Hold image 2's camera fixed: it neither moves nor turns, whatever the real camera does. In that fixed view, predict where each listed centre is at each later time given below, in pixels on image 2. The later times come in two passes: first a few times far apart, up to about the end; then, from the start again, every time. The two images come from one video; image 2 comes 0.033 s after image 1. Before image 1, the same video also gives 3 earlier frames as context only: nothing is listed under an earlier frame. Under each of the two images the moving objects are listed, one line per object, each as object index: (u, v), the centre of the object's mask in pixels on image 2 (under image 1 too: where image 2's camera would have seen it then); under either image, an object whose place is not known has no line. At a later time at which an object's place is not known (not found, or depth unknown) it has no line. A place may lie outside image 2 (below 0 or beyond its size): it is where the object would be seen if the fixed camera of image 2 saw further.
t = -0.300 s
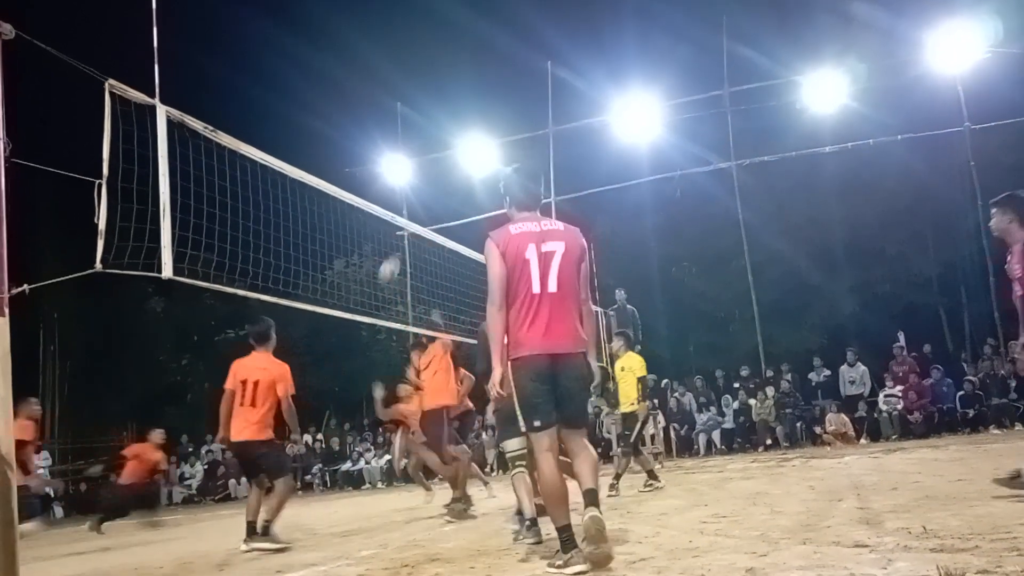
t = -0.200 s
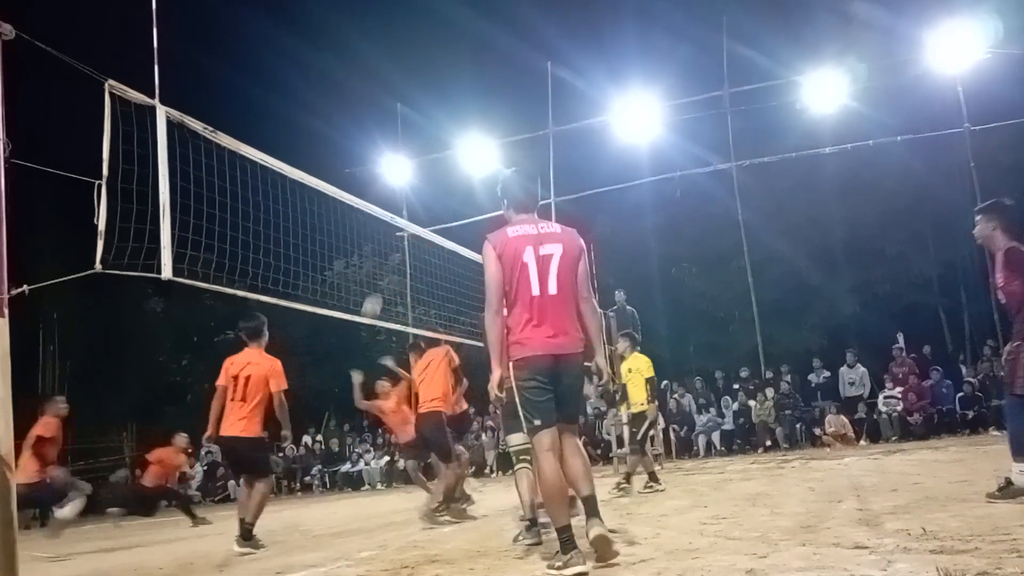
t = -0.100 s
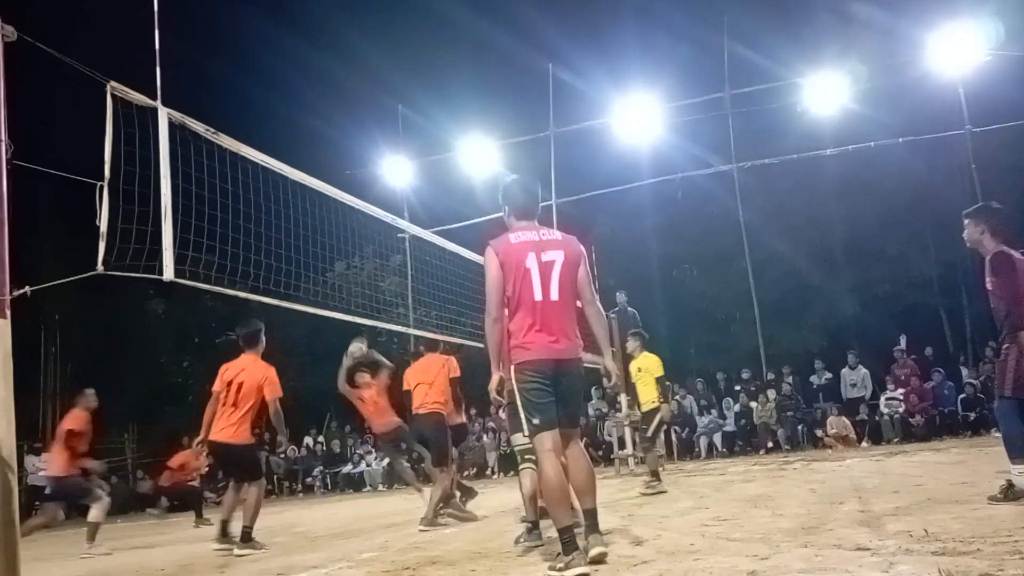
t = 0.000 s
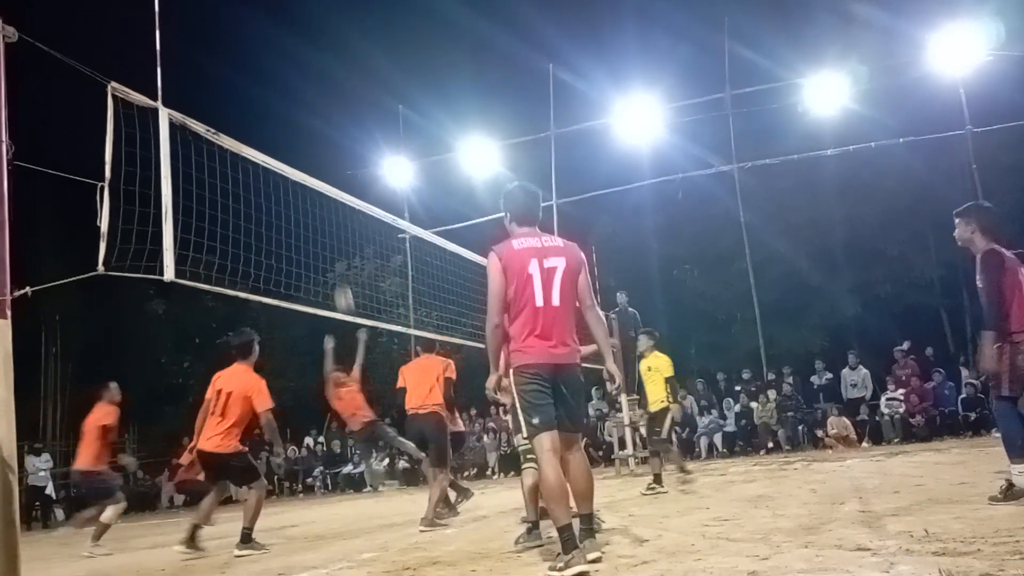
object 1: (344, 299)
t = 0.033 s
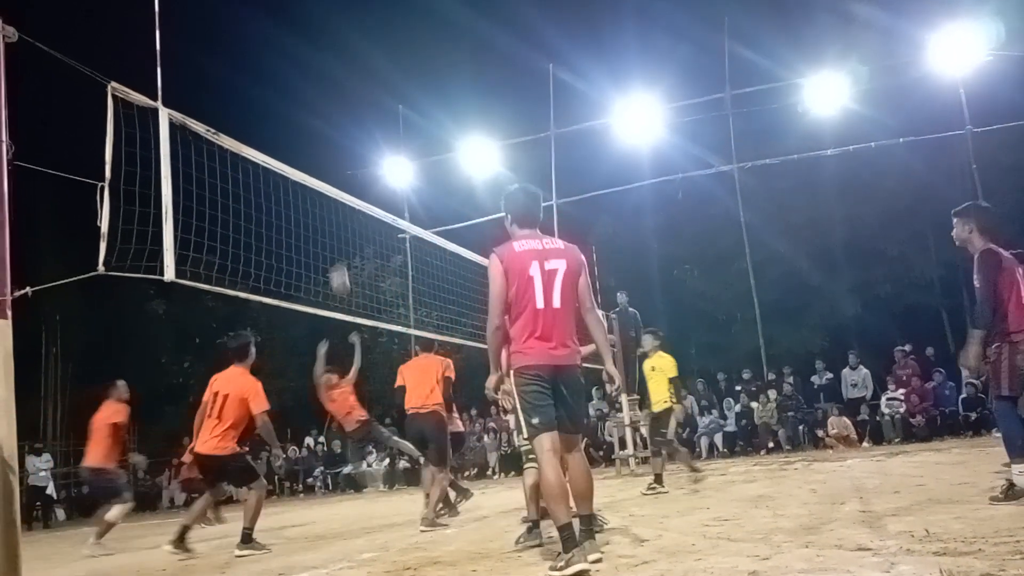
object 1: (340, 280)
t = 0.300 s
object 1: (304, 152)
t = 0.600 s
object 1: (265, 67)
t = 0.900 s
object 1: (228, 52)
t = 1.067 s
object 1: (208, 78)
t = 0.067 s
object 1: (335, 262)
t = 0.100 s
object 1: (331, 245)
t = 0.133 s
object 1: (326, 227)
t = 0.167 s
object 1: (321, 210)
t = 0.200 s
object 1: (316, 198)
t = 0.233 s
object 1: (313, 173)
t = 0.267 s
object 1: (308, 164)
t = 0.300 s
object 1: (304, 152)
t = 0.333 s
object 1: (299, 140)
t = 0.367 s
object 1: (295, 128)
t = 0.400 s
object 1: (291, 117)
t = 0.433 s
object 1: (287, 107)
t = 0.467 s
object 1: (282, 98)
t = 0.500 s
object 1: (278, 88)
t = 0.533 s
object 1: (274, 80)
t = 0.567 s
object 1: (270, 74)
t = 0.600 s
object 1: (265, 67)
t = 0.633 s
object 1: (261, 62)
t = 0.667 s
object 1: (257, 58)
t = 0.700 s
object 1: (253, 54)
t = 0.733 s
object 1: (249, 51)
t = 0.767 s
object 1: (245, 50)
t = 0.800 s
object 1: (240, 49)
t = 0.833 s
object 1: (237, 49)
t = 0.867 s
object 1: (233, 49)
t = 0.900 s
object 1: (228, 52)
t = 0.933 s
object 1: (224, 55)
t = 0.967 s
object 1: (220, 59)
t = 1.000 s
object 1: (216, 64)
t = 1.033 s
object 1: (212, 71)
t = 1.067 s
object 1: (208, 78)
